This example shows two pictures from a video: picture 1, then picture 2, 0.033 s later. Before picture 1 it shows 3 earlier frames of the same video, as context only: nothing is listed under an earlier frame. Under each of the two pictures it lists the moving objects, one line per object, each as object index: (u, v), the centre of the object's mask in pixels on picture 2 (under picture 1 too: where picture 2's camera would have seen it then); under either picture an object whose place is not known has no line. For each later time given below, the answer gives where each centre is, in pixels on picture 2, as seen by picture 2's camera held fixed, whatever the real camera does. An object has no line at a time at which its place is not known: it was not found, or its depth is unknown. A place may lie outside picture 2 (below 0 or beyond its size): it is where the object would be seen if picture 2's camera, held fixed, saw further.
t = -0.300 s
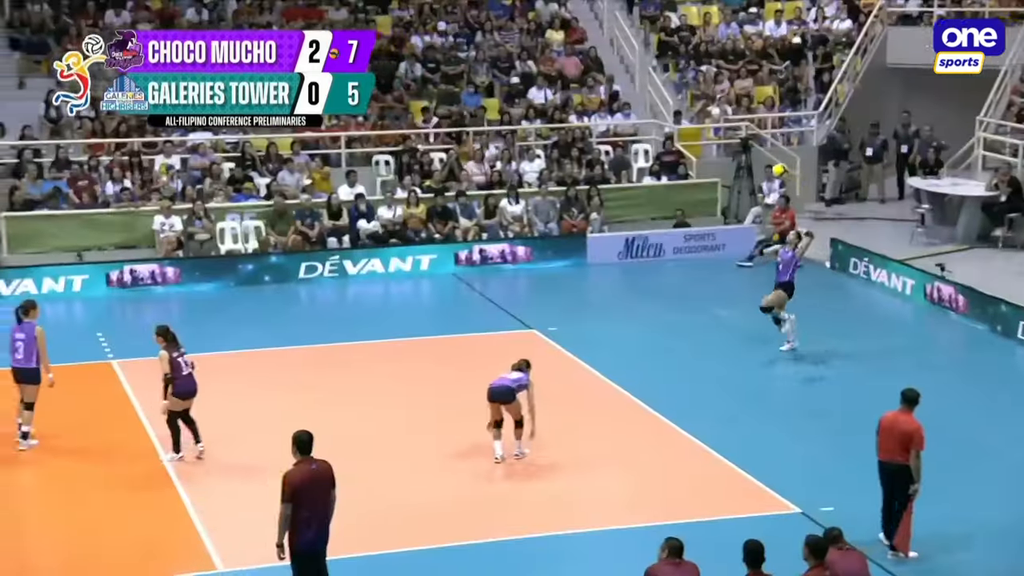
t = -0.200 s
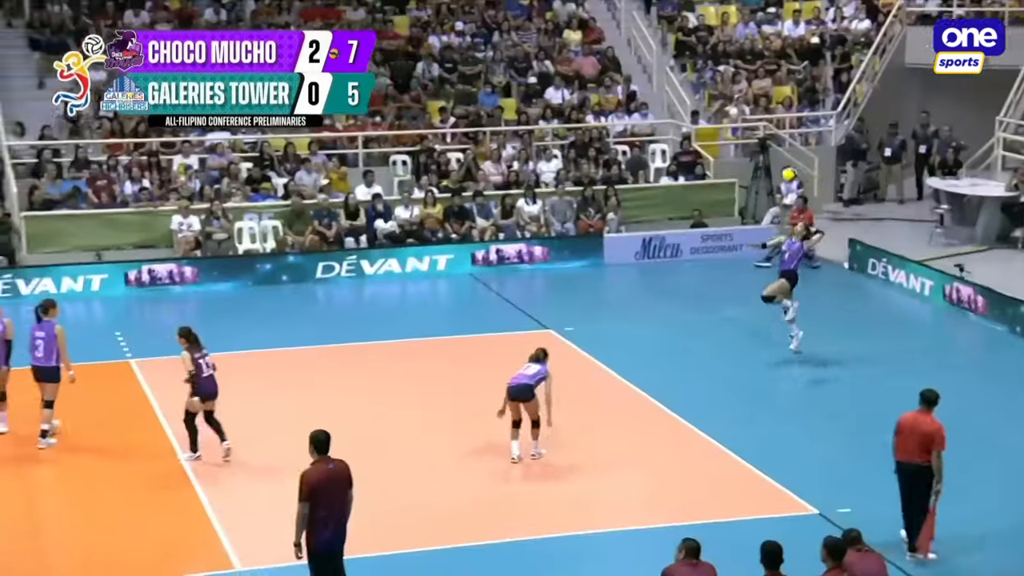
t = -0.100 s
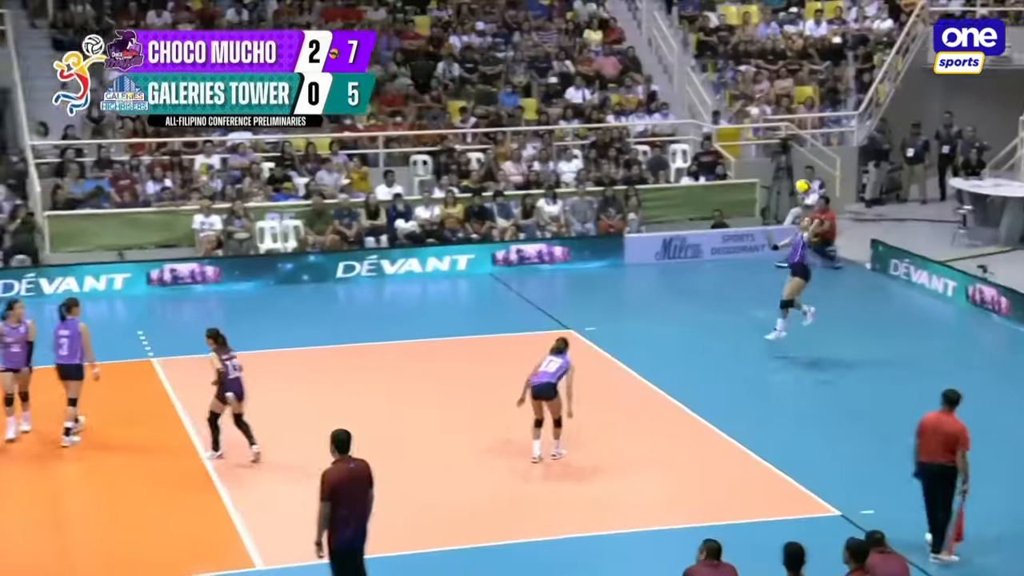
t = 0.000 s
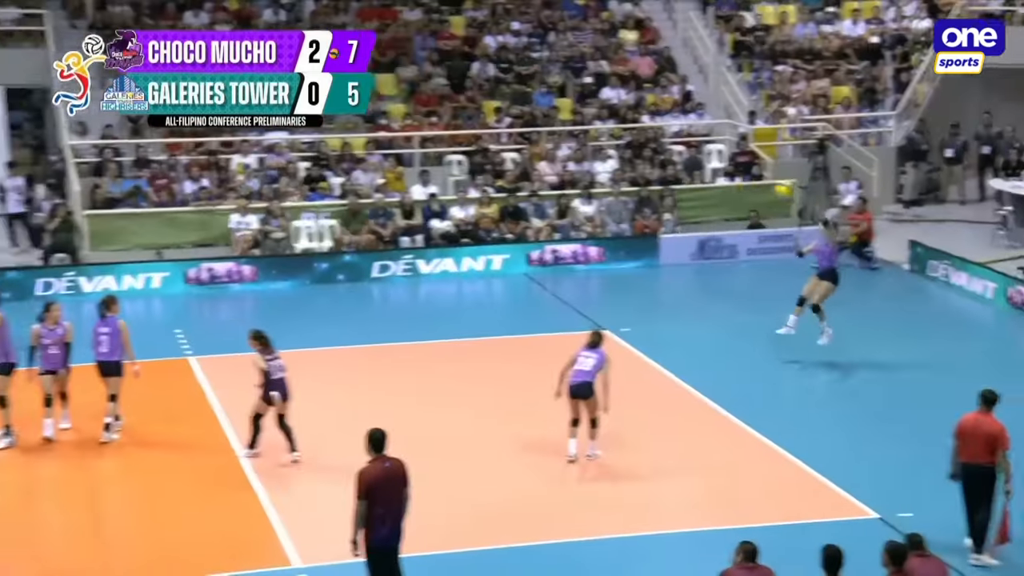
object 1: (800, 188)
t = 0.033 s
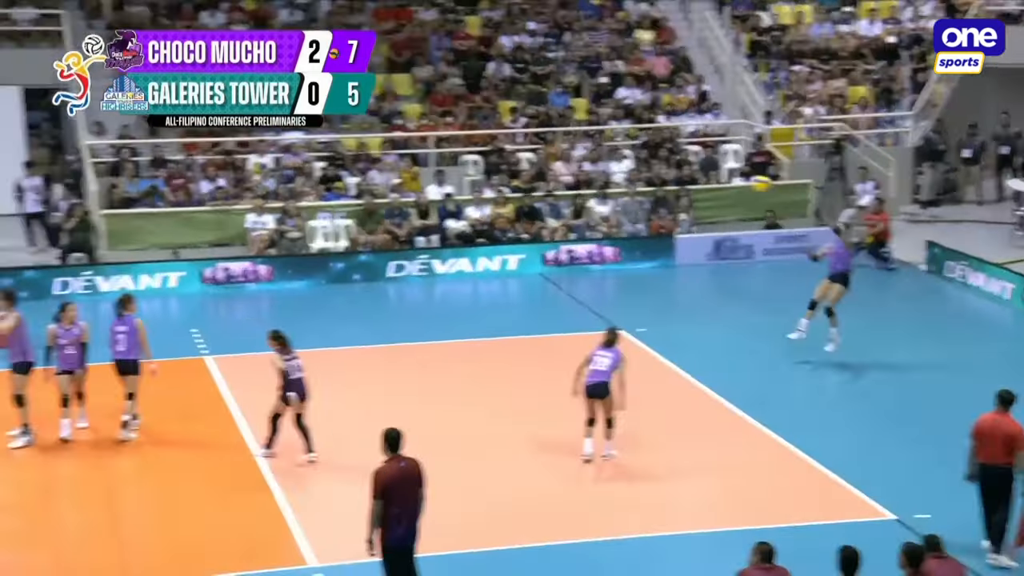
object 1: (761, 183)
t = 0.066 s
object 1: (723, 178)
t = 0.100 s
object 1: (685, 174)
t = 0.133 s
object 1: (646, 171)
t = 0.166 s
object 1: (607, 168)
